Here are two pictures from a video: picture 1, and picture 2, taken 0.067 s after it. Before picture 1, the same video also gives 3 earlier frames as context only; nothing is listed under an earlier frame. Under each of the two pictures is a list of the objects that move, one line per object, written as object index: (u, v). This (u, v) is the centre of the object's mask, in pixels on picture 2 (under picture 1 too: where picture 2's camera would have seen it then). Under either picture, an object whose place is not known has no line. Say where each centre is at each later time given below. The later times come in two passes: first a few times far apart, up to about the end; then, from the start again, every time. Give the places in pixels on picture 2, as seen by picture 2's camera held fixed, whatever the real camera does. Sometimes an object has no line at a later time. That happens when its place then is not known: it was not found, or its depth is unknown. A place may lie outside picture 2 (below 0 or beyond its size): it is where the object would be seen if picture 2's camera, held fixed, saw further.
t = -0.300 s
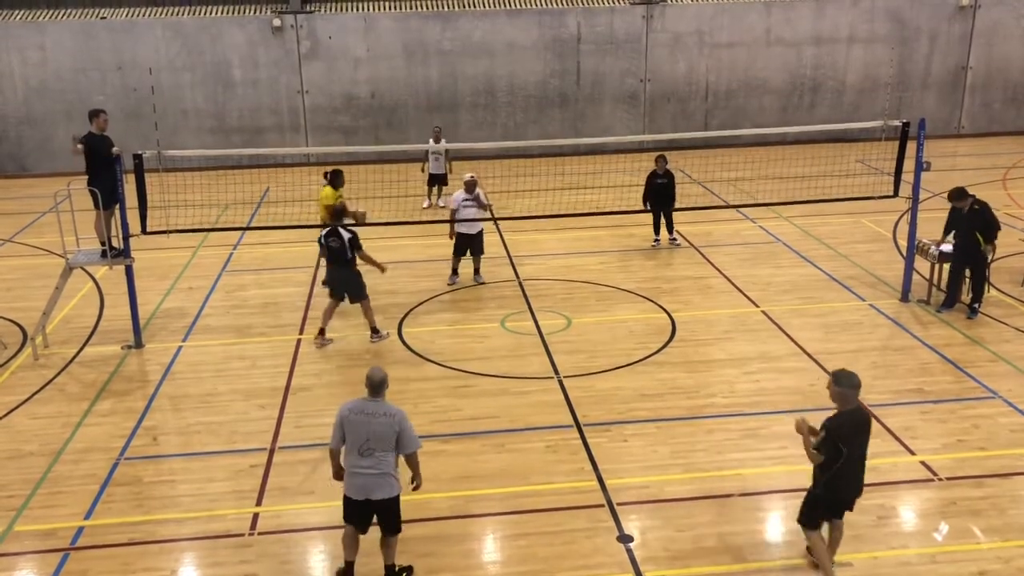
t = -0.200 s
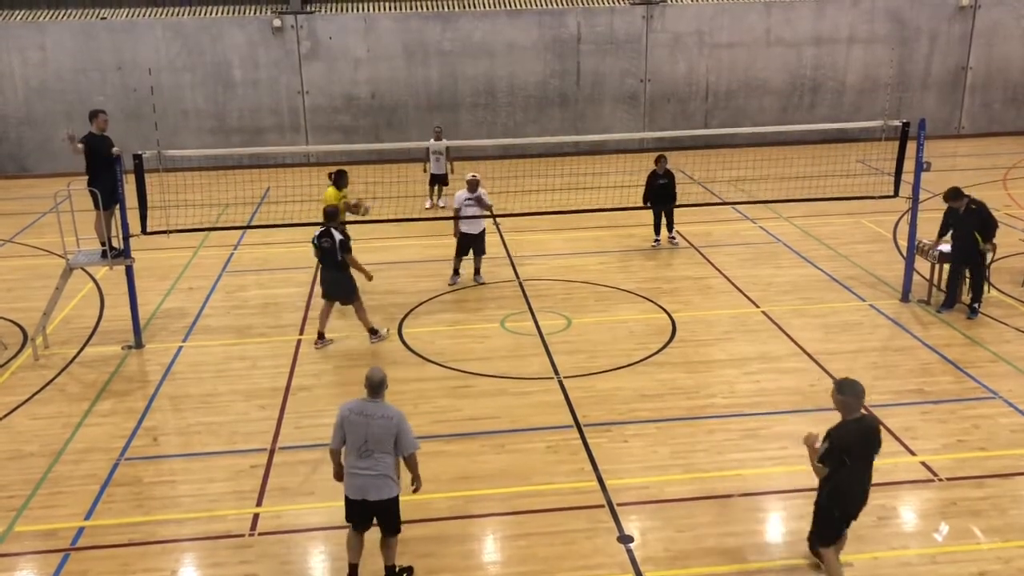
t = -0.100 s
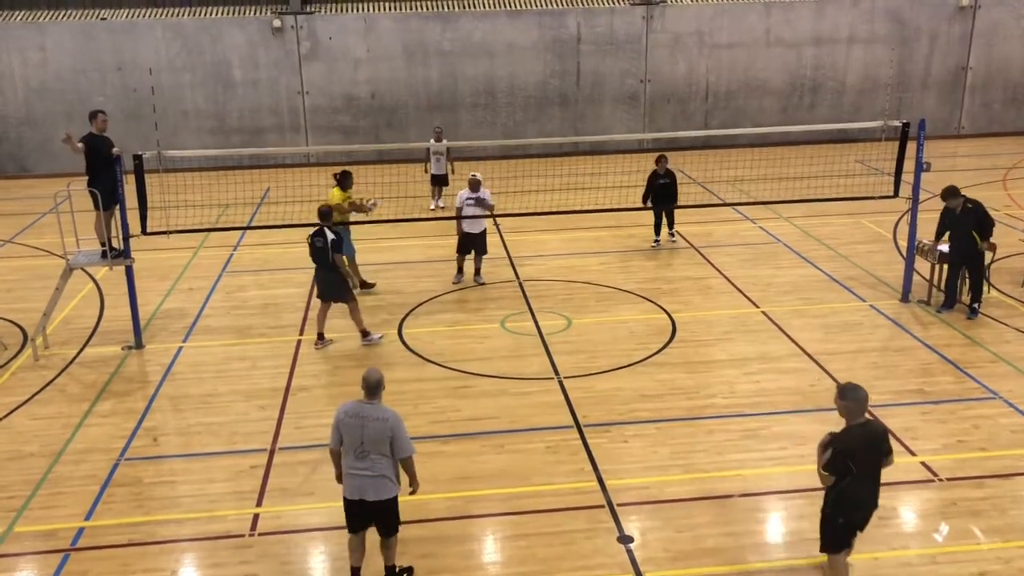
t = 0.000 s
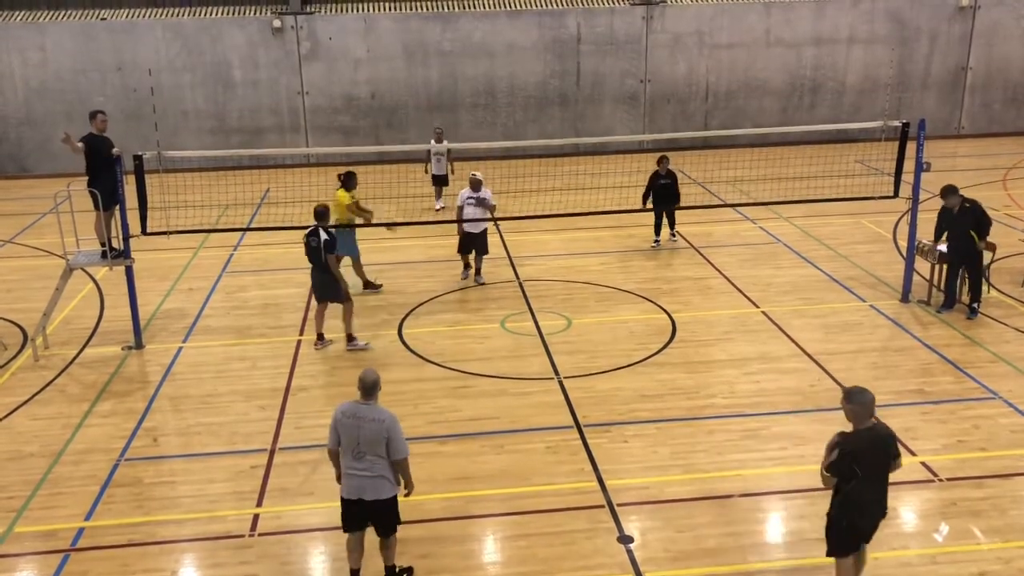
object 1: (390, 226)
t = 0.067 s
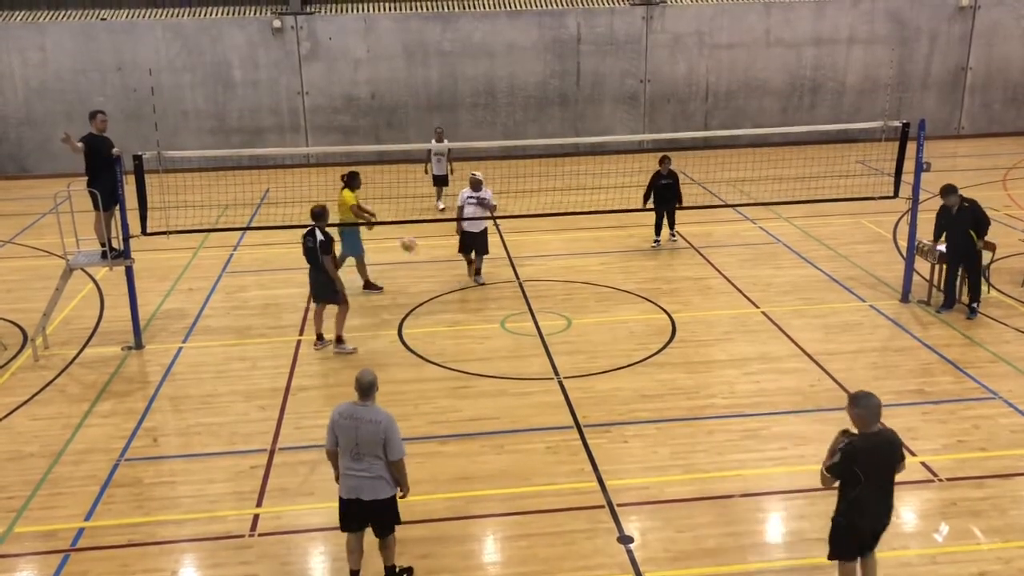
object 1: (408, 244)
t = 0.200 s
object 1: (443, 296)
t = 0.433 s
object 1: (487, 309)
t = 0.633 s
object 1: (517, 296)
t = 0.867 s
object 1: (558, 325)
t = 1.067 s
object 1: (596, 395)
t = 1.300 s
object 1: (648, 427)
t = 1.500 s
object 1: (701, 428)
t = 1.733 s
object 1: (773, 487)
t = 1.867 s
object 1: (815, 554)
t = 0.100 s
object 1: (416, 257)
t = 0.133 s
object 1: (427, 270)
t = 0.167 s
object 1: (436, 283)
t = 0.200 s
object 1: (443, 296)
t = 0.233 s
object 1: (453, 315)
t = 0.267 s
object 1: (464, 332)
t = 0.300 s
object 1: (468, 334)
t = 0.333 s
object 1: (474, 326)
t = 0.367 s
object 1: (478, 321)
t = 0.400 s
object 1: (483, 314)
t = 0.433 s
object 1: (487, 309)
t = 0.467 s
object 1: (491, 304)
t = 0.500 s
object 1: (497, 302)
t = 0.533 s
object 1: (503, 299)
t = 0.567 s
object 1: (507, 297)
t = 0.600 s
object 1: (512, 296)
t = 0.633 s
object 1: (517, 296)
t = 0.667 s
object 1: (523, 299)
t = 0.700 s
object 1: (528, 299)
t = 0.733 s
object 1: (534, 303)
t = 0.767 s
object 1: (540, 306)
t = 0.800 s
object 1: (546, 312)
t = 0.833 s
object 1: (552, 318)
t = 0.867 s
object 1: (558, 325)
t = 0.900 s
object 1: (564, 334)
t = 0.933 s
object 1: (570, 343)
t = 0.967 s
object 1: (577, 356)
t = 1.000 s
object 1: (582, 365)
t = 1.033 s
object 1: (589, 380)
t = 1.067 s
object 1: (596, 395)
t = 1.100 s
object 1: (604, 409)
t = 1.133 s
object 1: (608, 426)
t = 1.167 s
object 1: (616, 447)
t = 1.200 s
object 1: (624, 440)
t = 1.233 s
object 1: (631, 434)
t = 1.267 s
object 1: (639, 430)
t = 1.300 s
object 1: (648, 427)
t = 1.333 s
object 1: (656, 424)
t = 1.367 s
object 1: (666, 423)
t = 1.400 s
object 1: (674, 422)
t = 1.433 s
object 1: (682, 423)
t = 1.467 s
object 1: (693, 424)
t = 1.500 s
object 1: (701, 428)
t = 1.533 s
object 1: (711, 432)
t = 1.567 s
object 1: (721, 438)
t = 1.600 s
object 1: (731, 445)
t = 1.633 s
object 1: (742, 453)
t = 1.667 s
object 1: (752, 463)
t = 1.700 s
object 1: (762, 476)
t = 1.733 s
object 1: (773, 487)
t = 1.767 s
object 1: (783, 502)
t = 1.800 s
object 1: (795, 517)
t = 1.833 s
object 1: (805, 534)
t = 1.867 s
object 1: (815, 554)
